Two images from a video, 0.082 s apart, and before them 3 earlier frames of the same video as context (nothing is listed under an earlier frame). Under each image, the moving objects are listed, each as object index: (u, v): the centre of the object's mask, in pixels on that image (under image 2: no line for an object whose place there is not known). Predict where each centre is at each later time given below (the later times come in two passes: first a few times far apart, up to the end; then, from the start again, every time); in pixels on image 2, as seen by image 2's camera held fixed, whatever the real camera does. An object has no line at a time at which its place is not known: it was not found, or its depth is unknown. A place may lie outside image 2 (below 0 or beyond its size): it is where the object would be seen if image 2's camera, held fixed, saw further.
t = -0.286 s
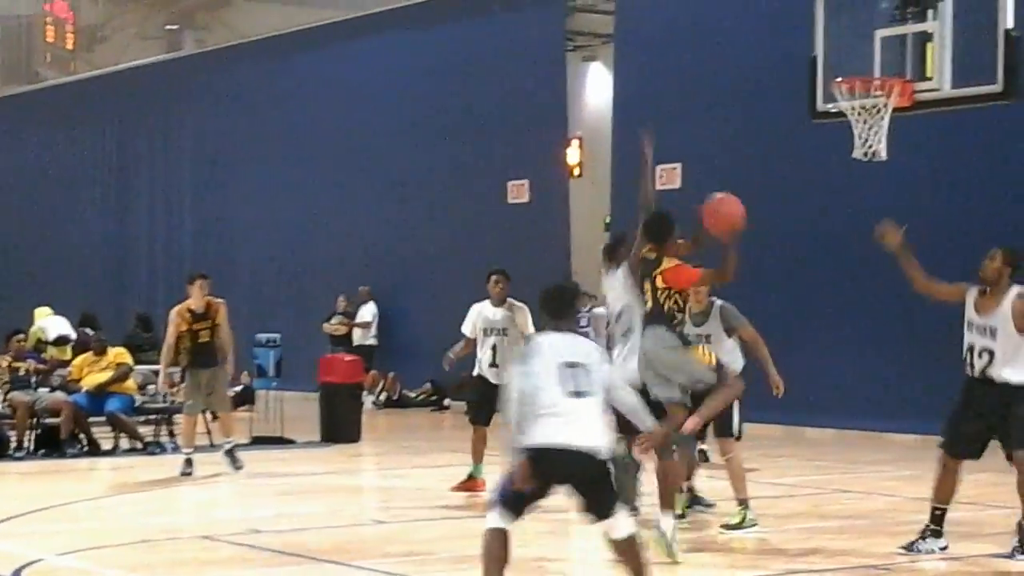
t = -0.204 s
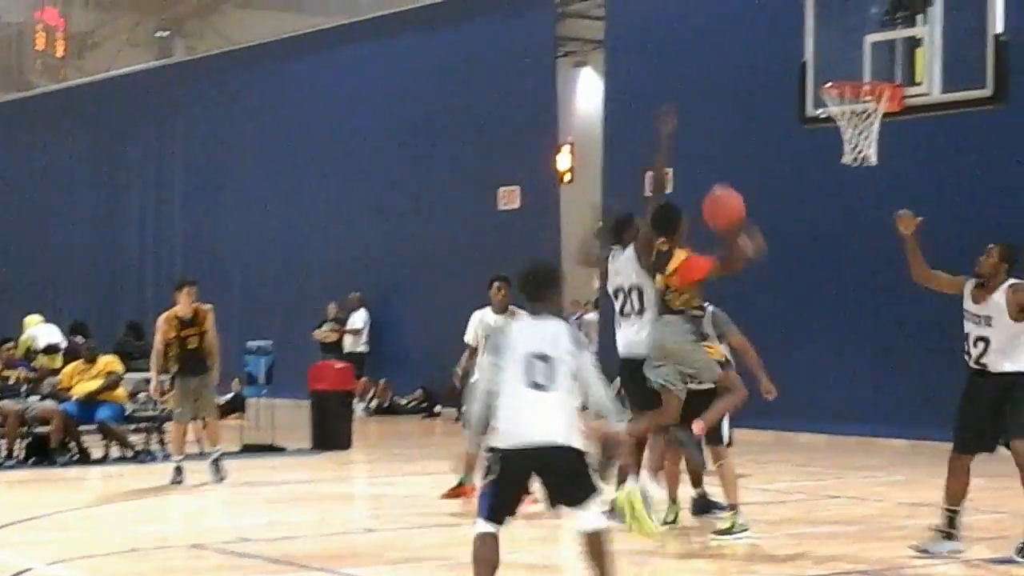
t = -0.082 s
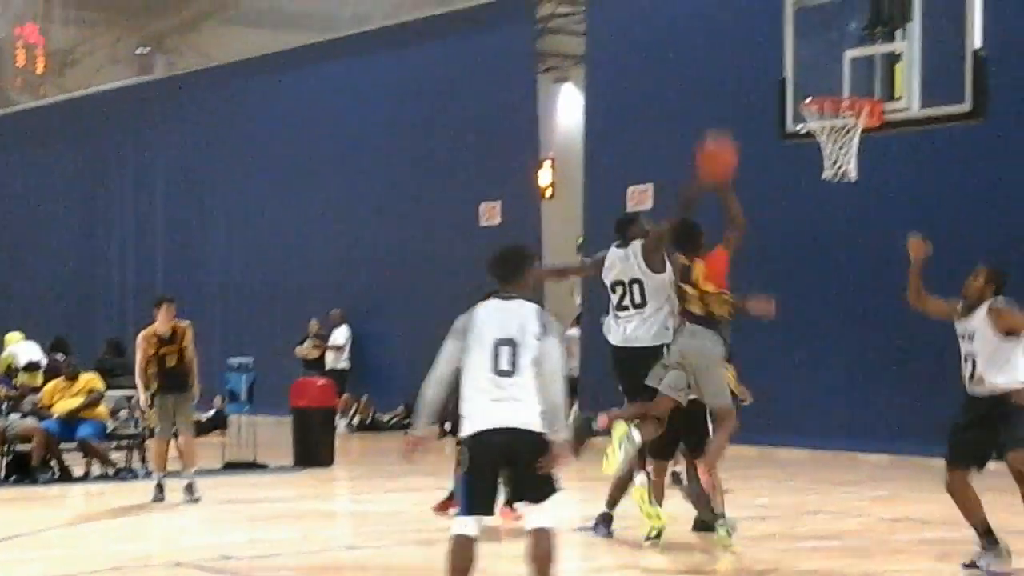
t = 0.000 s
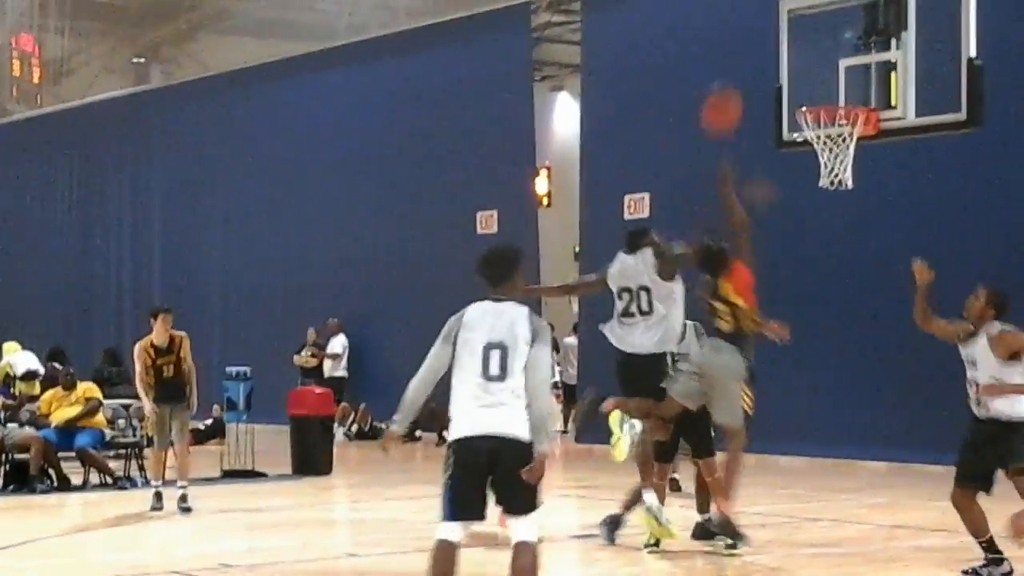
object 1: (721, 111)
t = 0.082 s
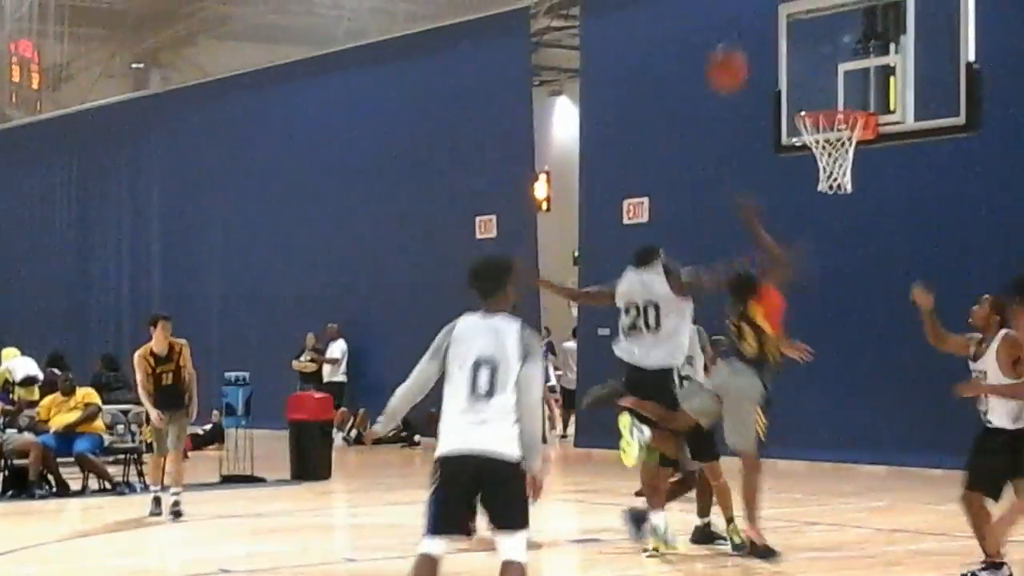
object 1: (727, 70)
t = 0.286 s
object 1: (746, 7)
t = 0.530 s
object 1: (770, 14)
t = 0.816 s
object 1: (769, 117)
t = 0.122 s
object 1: (731, 51)
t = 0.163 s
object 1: (735, 35)
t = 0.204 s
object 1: (740, 22)
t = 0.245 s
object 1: (745, 13)
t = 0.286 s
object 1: (746, 7)
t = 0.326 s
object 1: (748, 4)
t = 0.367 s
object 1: (752, 2)
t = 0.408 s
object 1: (756, 3)
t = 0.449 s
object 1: (761, 4)
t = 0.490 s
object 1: (766, 7)
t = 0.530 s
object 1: (770, 14)
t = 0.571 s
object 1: (773, 24)
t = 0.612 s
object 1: (775, 36)
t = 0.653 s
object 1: (778, 49)
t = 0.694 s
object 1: (780, 66)
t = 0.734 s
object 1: (784, 85)
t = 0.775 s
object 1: (786, 107)
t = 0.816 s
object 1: (769, 117)
